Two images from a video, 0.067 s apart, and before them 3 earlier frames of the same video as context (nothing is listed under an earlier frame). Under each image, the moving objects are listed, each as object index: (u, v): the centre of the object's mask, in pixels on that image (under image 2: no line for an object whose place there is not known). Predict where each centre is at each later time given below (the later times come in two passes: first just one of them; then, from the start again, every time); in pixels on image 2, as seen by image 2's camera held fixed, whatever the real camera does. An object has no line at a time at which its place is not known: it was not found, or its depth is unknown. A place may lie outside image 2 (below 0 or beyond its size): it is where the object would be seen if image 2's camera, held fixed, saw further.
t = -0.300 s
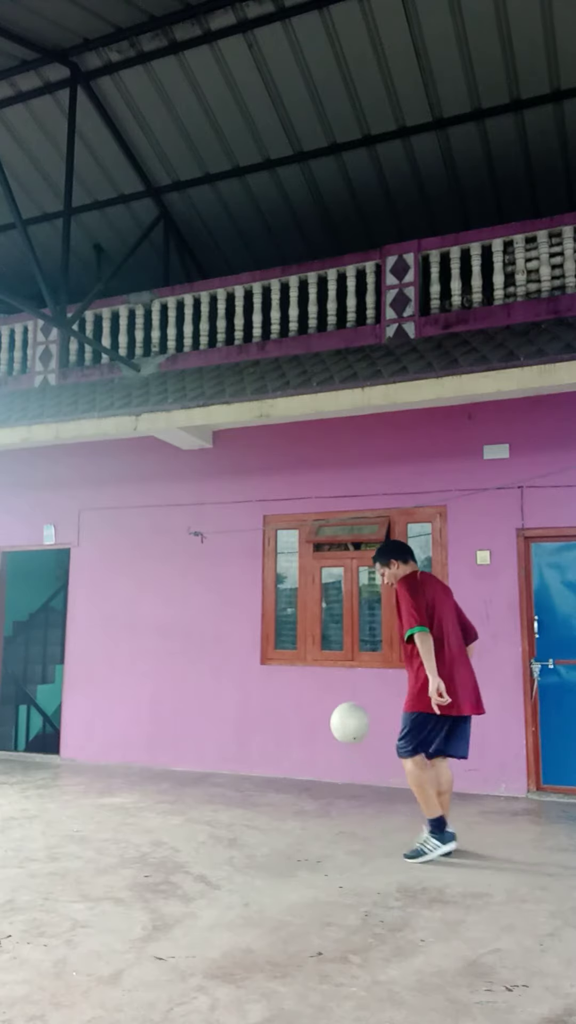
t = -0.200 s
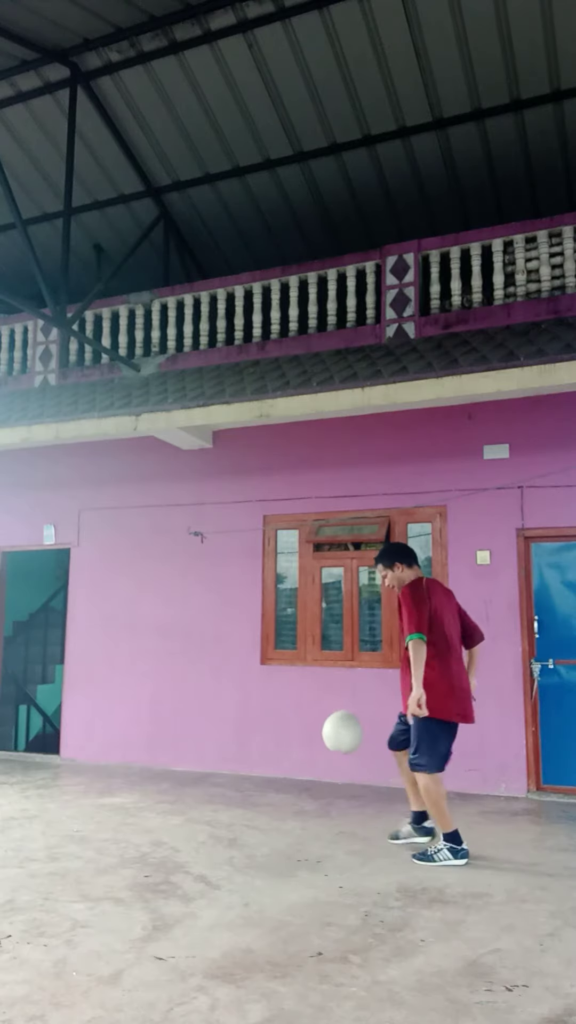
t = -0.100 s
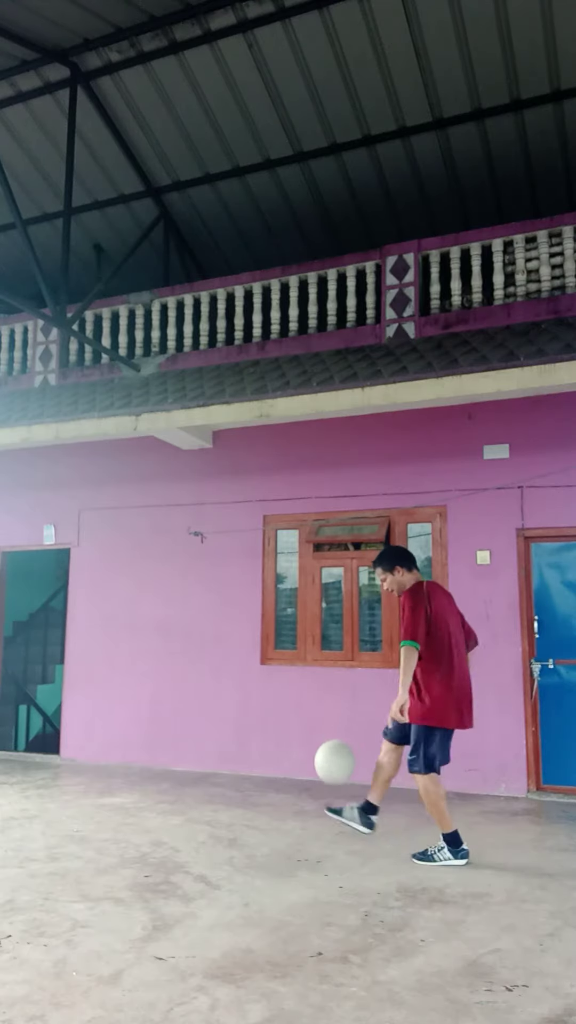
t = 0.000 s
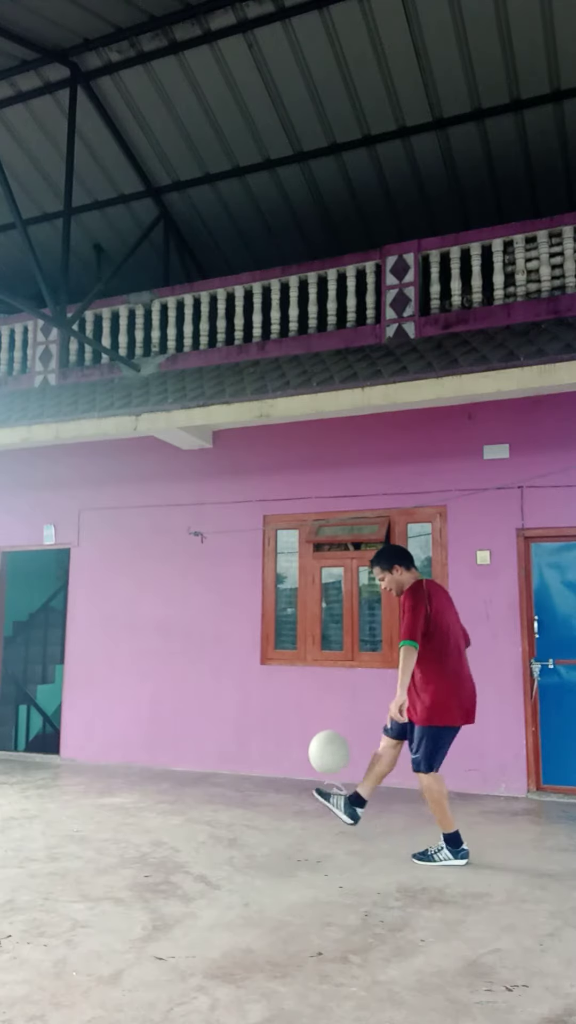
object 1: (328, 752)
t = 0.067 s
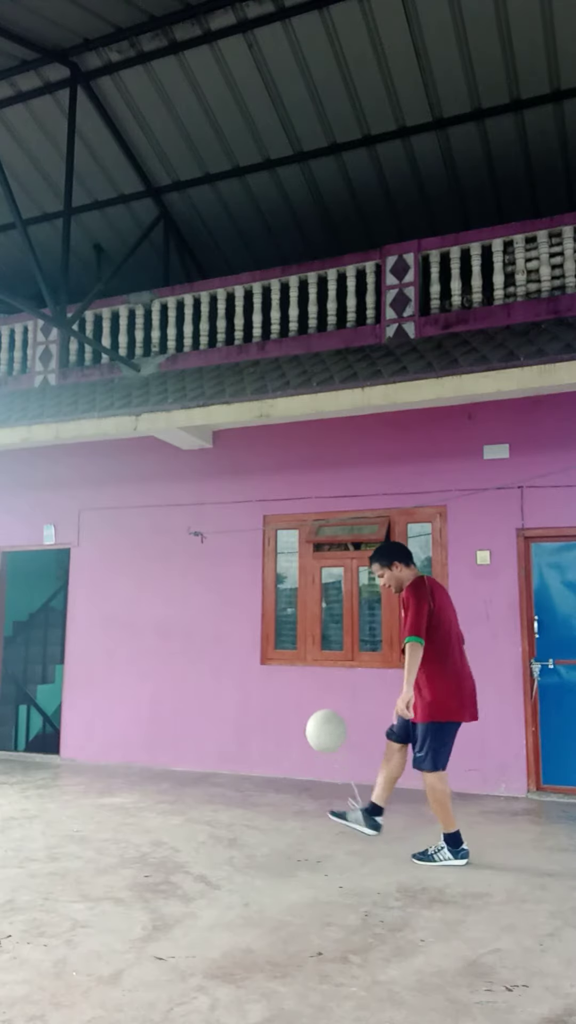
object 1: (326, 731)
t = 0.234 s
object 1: (319, 716)
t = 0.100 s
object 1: (324, 723)
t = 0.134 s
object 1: (322, 719)
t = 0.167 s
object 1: (321, 715)
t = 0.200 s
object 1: (320, 714)
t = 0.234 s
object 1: (319, 716)
